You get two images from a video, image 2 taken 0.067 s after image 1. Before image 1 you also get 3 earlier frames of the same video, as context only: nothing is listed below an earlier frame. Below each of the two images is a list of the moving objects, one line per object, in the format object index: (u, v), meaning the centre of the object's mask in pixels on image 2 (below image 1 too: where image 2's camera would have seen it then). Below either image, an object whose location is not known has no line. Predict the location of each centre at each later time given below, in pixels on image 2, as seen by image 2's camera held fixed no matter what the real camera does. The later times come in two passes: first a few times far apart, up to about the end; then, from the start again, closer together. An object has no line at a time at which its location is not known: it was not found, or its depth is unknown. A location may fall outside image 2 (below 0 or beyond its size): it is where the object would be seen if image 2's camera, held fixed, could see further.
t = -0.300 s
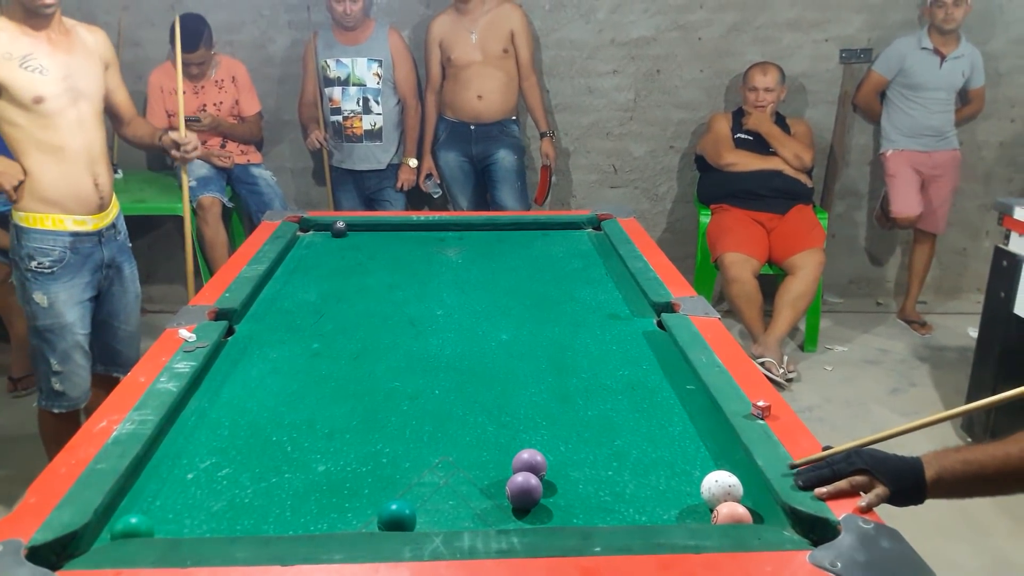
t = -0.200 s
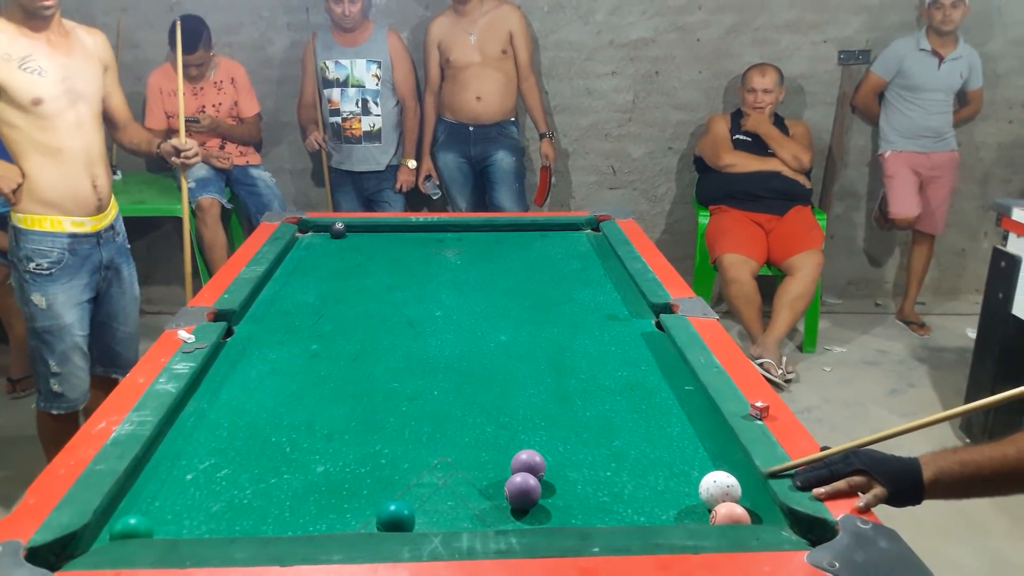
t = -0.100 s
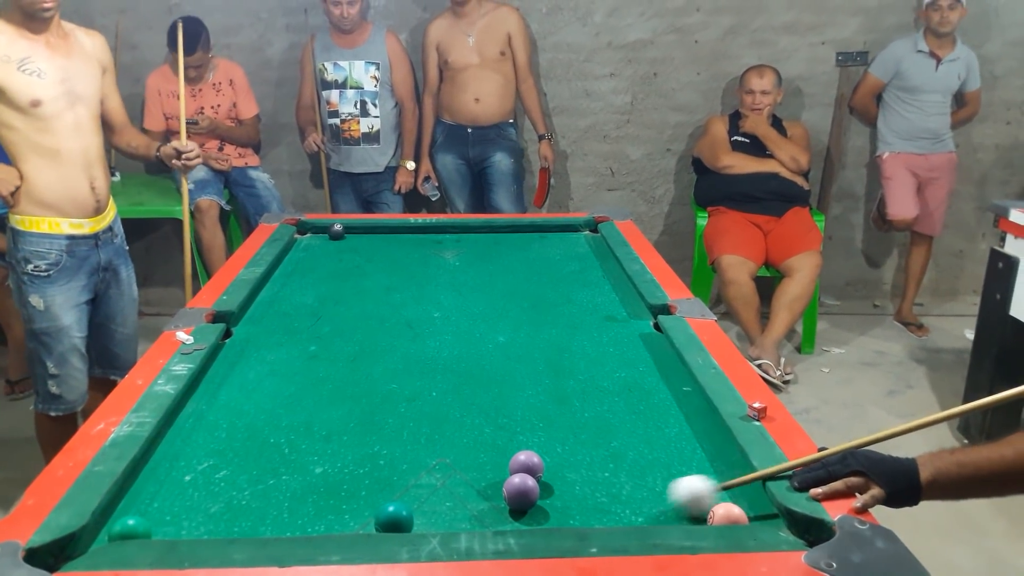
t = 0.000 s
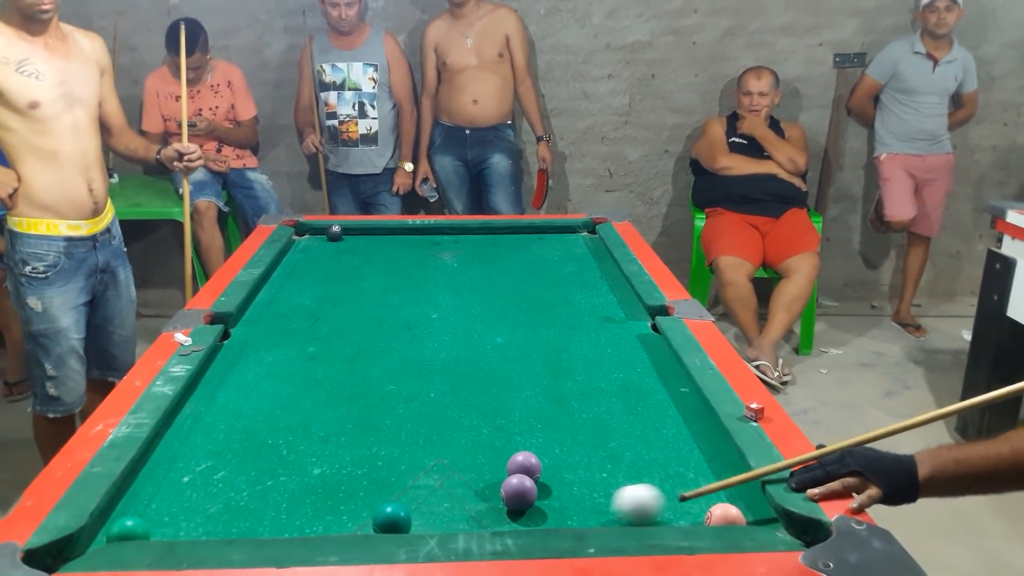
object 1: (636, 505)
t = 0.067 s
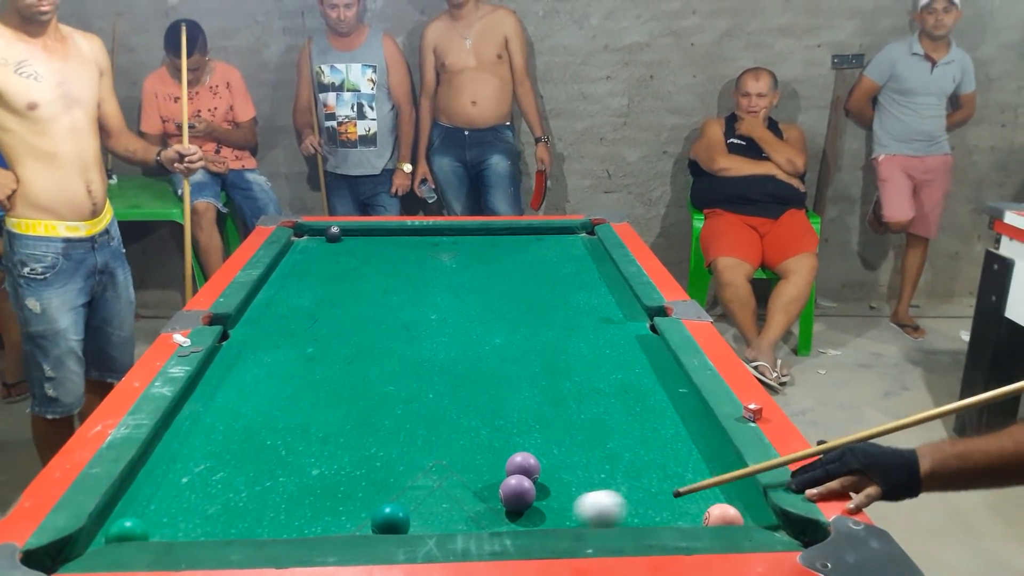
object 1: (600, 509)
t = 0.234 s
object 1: (508, 518)
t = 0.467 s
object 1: (426, 516)
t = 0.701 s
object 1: (398, 511)
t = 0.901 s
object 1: (377, 505)
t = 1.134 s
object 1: (356, 497)
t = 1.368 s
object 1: (340, 491)
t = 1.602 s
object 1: (326, 485)
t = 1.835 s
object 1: (315, 482)
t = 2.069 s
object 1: (307, 479)
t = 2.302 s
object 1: (301, 479)
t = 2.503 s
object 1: (299, 479)
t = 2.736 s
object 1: (299, 479)
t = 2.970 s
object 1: (299, 479)
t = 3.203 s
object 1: (299, 479)
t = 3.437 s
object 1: (300, 479)
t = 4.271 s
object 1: (300, 479)
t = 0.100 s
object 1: (582, 510)
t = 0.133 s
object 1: (564, 512)
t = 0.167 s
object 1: (546, 515)
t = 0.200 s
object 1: (527, 516)
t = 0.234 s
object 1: (508, 518)
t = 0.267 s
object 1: (494, 518)
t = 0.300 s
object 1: (479, 518)
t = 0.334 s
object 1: (466, 518)
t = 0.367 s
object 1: (452, 517)
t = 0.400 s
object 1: (438, 517)
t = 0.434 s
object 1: (430, 517)
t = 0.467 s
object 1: (426, 516)
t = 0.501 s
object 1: (422, 515)
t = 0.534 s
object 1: (418, 515)
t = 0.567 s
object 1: (414, 514)
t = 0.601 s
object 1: (410, 514)
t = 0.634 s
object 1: (406, 513)
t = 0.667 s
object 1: (403, 513)
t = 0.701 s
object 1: (398, 511)
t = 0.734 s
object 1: (395, 510)
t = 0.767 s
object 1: (391, 509)
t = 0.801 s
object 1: (388, 507)
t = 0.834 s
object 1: (384, 507)
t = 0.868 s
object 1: (381, 506)
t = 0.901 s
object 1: (377, 505)
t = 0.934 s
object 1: (374, 503)
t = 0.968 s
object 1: (371, 502)
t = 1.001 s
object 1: (368, 501)
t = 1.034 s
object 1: (365, 500)
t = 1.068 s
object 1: (362, 499)
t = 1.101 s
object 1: (359, 498)
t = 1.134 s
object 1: (356, 497)
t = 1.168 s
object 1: (354, 496)
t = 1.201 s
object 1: (351, 495)
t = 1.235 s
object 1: (349, 494)
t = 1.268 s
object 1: (346, 493)
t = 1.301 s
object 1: (344, 492)
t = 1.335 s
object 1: (342, 491)
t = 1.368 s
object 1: (340, 491)
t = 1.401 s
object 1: (337, 490)
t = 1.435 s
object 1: (335, 489)
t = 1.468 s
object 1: (333, 489)
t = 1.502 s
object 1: (331, 488)
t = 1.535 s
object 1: (330, 487)
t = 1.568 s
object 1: (328, 486)
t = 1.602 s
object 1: (326, 485)
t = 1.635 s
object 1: (324, 484)
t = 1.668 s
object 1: (323, 484)
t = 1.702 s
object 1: (321, 483)
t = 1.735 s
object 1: (319, 483)
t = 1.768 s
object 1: (318, 483)
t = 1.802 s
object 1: (317, 482)
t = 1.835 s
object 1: (315, 482)
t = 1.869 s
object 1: (314, 481)
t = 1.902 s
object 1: (313, 481)
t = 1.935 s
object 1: (312, 481)
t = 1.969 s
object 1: (310, 480)
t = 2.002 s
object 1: (309, 480)
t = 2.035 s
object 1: (308, 480)
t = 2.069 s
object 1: (307, 479)
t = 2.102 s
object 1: (306, 479)
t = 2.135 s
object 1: (305, 479)
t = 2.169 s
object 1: (305, 479)
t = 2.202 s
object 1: (304, 479)
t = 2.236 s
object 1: (303, 479)
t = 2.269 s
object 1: (302, 479)
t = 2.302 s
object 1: (301, 479)
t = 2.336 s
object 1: (301, 479)
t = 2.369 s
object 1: (300, 479)
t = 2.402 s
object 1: (300, 479)
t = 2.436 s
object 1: (300, 479)
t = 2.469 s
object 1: (299, 479)
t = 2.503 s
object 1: (299, 479)
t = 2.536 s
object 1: (299, 479)
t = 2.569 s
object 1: (299, 479)
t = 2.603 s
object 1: (299, 479)
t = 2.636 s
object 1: (299, 479)
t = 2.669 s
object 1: (299, 479)
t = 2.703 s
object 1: (299, 479)
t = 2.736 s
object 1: (299, 479)
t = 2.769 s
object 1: (299, 479)
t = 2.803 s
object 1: (299, 479)
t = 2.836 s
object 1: (299, 479)
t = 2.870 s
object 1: (299, 479)
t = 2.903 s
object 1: (299, 479)
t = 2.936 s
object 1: (299, 479)
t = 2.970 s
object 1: (299, 479)
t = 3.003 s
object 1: (299, 479)
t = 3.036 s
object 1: (299, 479)
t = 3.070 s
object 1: (300, 479)
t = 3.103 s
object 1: (299, 479)
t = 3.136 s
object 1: (299, 479)
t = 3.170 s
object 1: (300, 479)
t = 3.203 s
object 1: (299, 479)
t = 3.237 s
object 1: (299, 479)
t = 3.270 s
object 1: (299, 479)
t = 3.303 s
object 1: (300, 479)
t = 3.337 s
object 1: (300, 479)
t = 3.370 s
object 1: (299, 479)
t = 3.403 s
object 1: (300, 479)
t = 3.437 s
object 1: (300, 479)
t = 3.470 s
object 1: (300, 479)
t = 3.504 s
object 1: (300, 479)
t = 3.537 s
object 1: (300, 478)
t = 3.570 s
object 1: (300, 478)
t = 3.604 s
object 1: (299, 479)
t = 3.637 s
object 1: (300, 478)
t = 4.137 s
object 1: (300, 479)
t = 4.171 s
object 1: (300, 479)
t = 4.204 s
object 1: (300, 479)
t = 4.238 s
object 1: (300, 479)
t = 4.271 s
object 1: (300, 479)
